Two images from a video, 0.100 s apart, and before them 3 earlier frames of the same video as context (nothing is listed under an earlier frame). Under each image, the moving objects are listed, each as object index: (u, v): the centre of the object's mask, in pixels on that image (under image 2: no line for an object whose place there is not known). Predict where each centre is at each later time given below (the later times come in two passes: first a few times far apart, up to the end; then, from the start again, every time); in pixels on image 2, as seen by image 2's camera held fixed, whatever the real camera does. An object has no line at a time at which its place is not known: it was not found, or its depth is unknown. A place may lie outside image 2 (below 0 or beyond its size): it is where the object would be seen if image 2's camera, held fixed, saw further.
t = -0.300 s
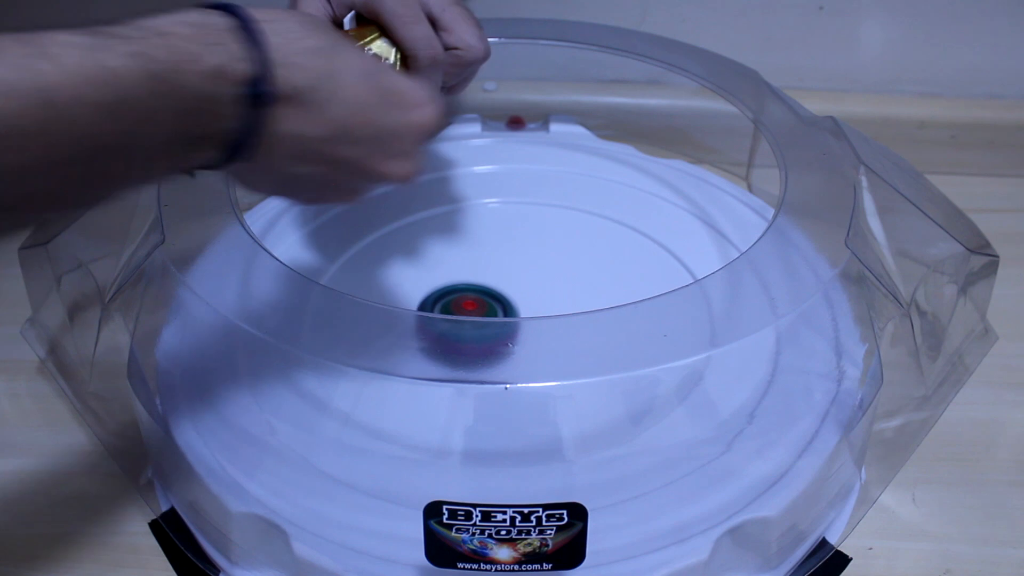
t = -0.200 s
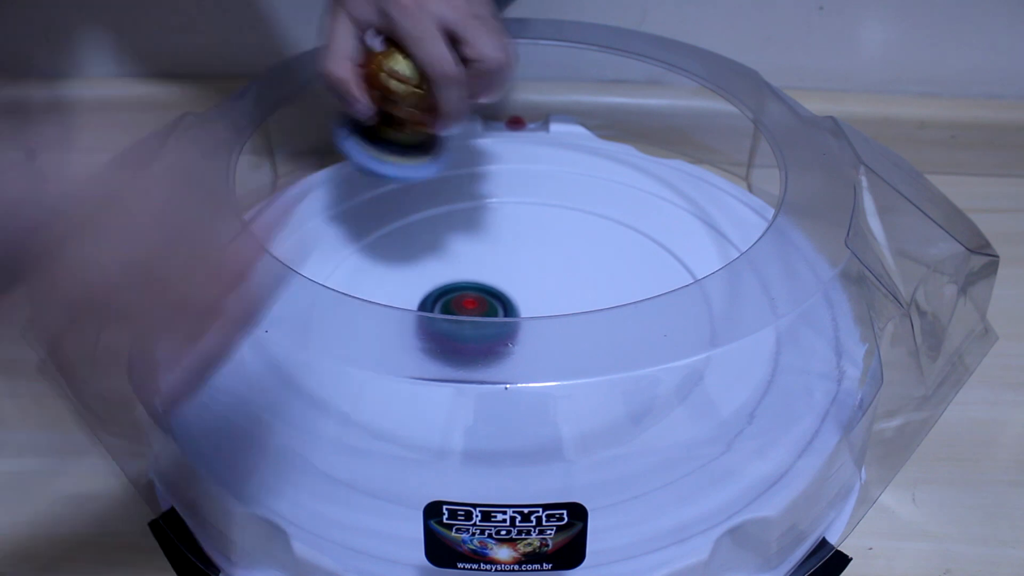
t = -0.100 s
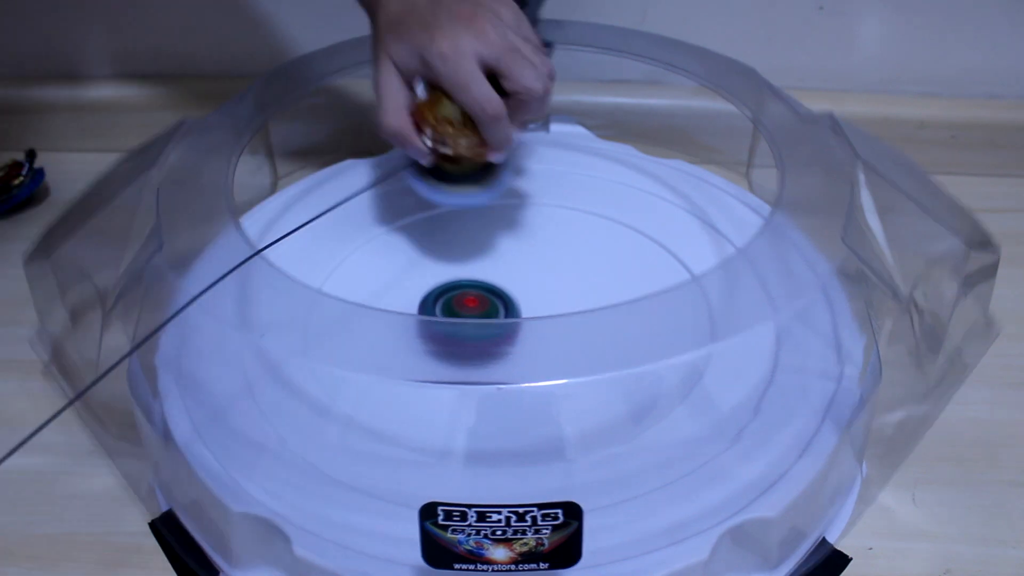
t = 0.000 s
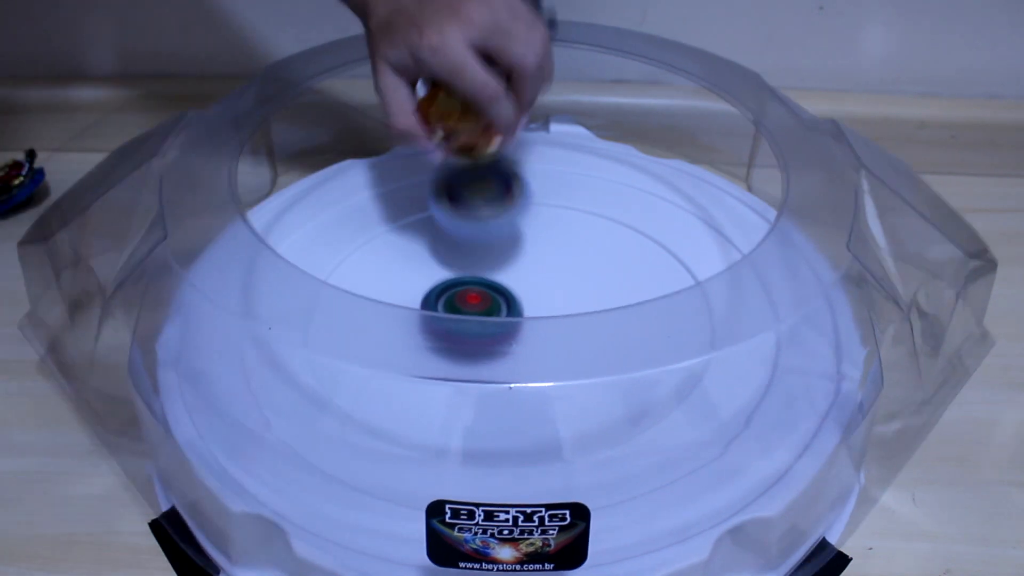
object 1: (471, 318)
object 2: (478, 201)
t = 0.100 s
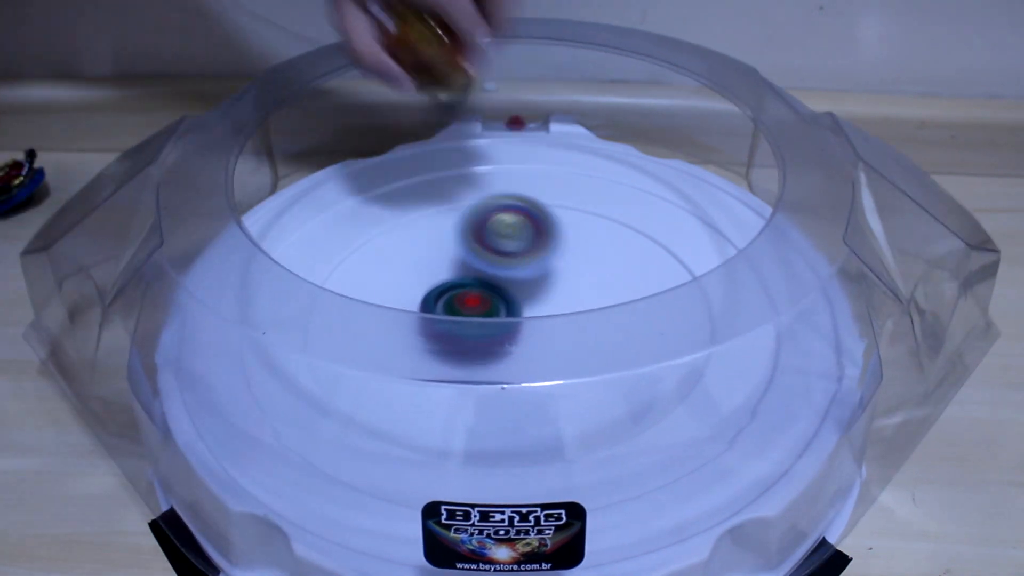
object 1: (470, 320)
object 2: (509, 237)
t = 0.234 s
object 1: (391, 342)
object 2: (636, 261)
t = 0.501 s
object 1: (422, 385)
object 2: (802, 236)
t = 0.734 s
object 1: (562, 339)
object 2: (893, 283)
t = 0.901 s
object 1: (559, 277)
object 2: (992, 398)
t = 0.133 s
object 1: (464, 325)
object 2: (527, 252)
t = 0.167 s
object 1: (453, 329)
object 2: (548, 272)
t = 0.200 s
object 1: (423, 335)
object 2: (593, 271)
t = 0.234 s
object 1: (391, 342)
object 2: (636, 261)
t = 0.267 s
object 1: (366, 346)
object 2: (674, 252)
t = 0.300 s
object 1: (350, 350)
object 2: (696, 243)
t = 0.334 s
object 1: (344, 353)
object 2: (717, 237)
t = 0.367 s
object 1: (348, 359)
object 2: (743, 250)
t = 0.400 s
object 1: (358, 364)
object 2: (764, 247)
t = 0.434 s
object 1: (374, 372)
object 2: (779, 244)
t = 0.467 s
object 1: (397, 380)
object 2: (790, 241)
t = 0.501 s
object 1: (422, 385)
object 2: (802, 236)
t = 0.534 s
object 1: (449, 387)
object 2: (809, 229)
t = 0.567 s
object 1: (474, 385)
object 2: (812, 226)
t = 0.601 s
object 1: (498, 381)
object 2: (820, 221)
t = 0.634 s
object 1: (518, 373)
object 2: (833, 221)
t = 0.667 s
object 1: (537, 364)
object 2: (849, 232)
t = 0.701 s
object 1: (550, 353)
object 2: (870, 248)
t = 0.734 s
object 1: (562, 339)
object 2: (893, 283)
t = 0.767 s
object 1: (569, 325)
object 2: (903, 316)
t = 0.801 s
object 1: (572, 311)
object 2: (929, 346)
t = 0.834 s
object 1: (571, 299)
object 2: (949, 365)
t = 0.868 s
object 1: (566, 288)
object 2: (979, 384)
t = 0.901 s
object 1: (559, 277)
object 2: (992, 398)
